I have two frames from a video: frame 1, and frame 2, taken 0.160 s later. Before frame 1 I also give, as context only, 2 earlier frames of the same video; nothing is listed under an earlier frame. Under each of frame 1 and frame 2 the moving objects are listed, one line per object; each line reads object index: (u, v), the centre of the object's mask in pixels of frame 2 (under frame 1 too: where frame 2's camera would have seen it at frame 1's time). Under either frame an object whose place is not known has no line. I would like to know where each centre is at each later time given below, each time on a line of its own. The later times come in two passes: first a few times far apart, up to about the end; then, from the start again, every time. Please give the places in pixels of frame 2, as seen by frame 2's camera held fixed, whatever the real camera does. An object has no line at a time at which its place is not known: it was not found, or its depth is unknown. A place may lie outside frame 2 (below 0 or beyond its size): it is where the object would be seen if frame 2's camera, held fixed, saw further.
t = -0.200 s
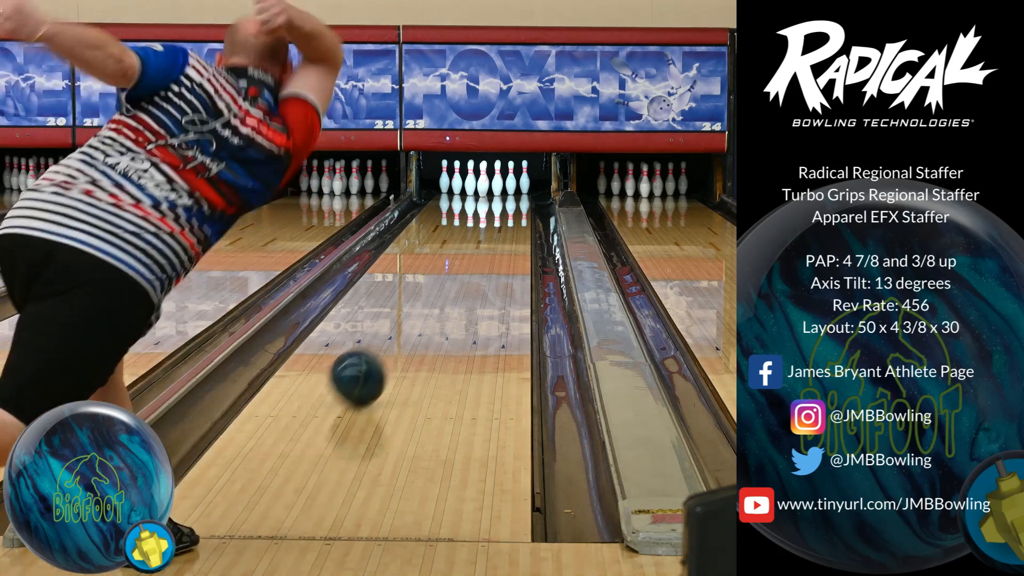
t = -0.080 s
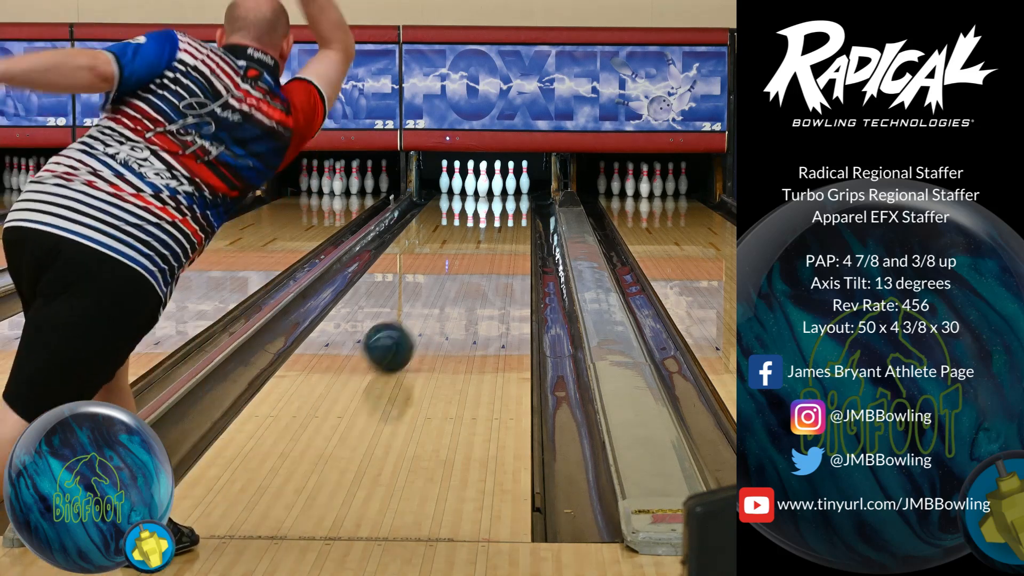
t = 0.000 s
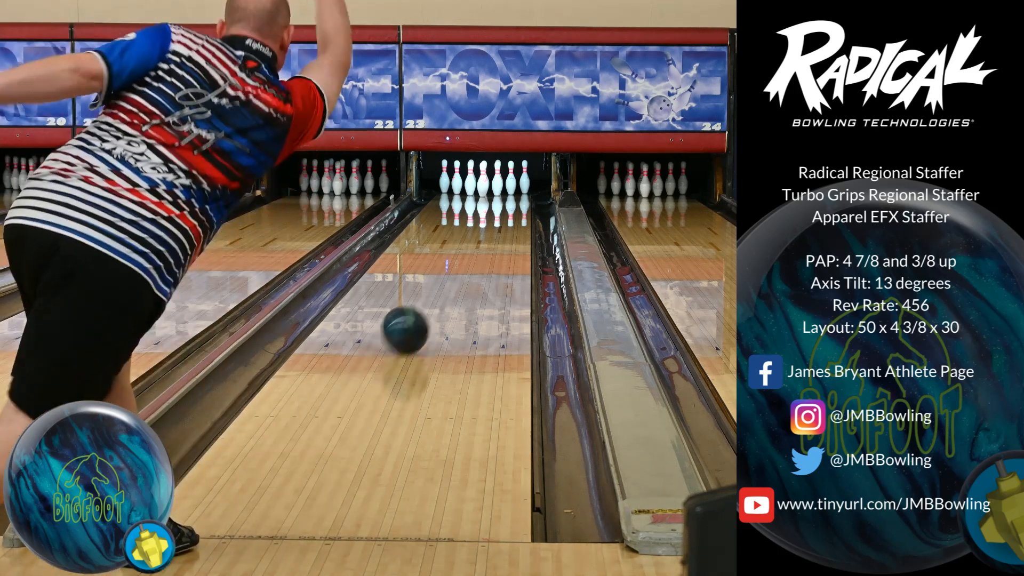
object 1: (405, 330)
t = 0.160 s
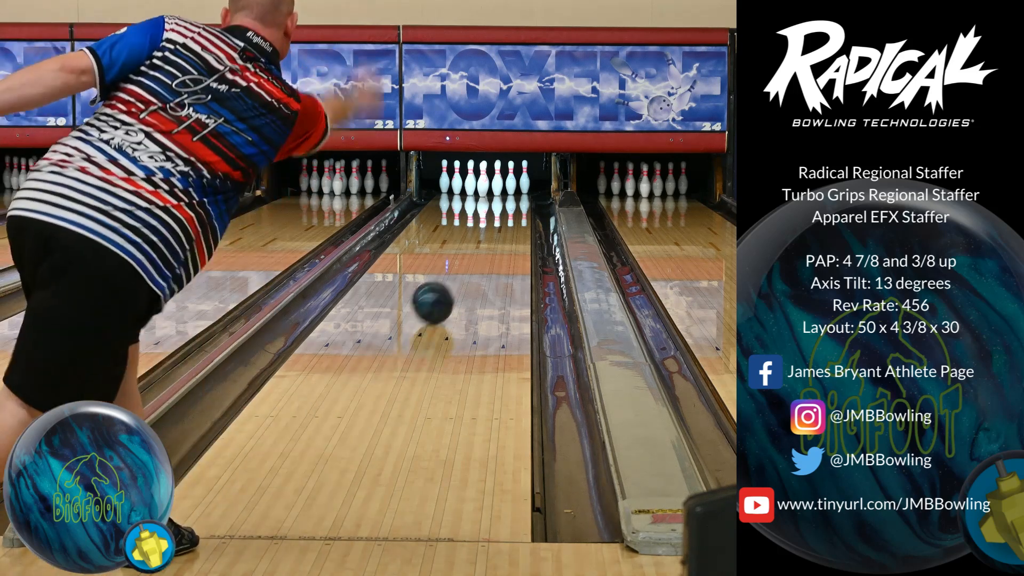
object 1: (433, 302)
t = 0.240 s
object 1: (444, 290)
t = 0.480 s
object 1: (470, 262)
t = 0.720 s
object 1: (487, 241)
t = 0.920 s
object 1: (497, 227)
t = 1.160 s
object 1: (505, 214)
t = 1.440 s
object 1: (505, 202)
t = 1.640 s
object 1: (500, 194)
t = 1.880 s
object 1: (488, 188)
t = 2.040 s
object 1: (486, 185)
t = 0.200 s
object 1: (438, 296)
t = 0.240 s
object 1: (444, 290)
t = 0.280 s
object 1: (449, 285)
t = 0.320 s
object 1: (454, 280)
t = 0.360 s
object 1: (458, 275)
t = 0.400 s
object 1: (462, 271)
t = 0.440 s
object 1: (466, 267)
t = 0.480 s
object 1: (470, 262)
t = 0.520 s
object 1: (473, 259)
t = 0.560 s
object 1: (476, 255)
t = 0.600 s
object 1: (479, 251)
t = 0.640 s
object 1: (482, 248)
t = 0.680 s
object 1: (485, 245)
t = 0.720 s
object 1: (487, 241)
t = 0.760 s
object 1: (489, 238)
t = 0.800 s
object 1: (492, 236)
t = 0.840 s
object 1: (494, 233)
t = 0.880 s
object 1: (496, 230)
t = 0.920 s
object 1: (497, 227)
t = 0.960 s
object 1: (499, 225)
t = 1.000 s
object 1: (501, 223)
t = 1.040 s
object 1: (502, 220)
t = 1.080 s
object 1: (503, 218)
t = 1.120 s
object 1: (504, 216)
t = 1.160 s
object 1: (505, 214)
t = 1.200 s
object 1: (506, 212)
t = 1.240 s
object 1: (506, 210)
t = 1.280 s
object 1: (507, 208)
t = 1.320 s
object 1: (507, 206)
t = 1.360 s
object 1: (506, 205)
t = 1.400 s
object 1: (506, 203)
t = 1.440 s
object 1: (505, 202)
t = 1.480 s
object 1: (504, 200)
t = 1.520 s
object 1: (503, 198)
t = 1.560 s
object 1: (502, 197)
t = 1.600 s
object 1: (501, 196)
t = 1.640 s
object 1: (500, 194)
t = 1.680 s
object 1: (498, 193)
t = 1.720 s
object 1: (496, 192)
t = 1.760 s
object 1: (494, 191)
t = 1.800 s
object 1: (492, 190)
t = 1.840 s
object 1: (490, 189)
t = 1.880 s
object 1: (488, 188)
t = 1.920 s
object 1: (488, 187)
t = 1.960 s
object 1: (488, 187)
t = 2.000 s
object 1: (487, 186)
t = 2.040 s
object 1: (486, 185)
